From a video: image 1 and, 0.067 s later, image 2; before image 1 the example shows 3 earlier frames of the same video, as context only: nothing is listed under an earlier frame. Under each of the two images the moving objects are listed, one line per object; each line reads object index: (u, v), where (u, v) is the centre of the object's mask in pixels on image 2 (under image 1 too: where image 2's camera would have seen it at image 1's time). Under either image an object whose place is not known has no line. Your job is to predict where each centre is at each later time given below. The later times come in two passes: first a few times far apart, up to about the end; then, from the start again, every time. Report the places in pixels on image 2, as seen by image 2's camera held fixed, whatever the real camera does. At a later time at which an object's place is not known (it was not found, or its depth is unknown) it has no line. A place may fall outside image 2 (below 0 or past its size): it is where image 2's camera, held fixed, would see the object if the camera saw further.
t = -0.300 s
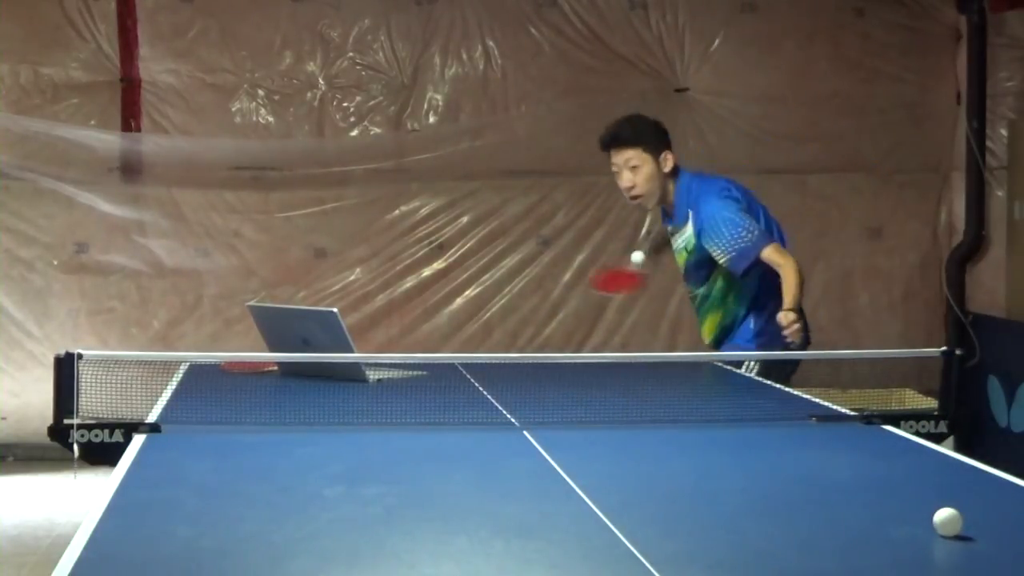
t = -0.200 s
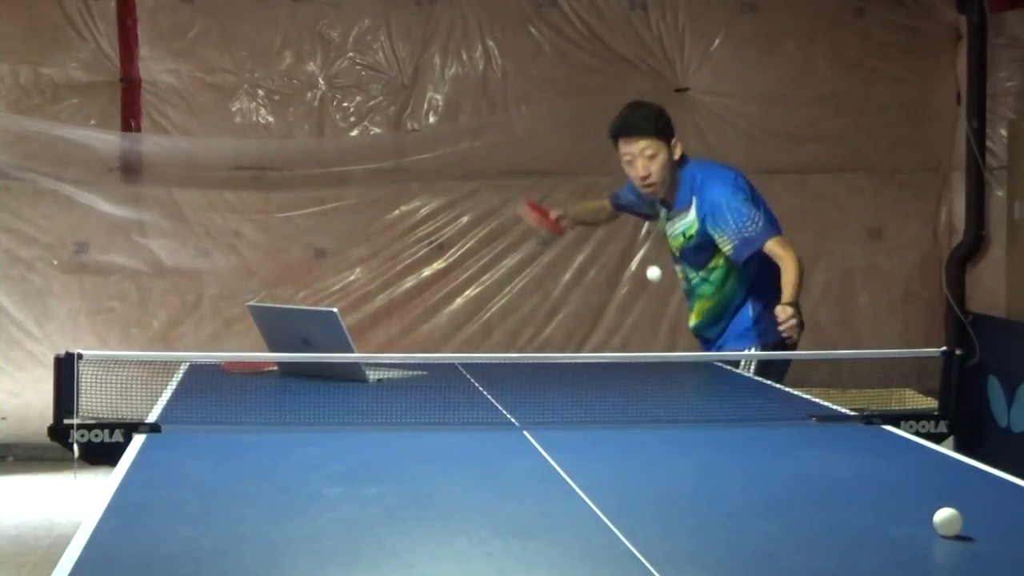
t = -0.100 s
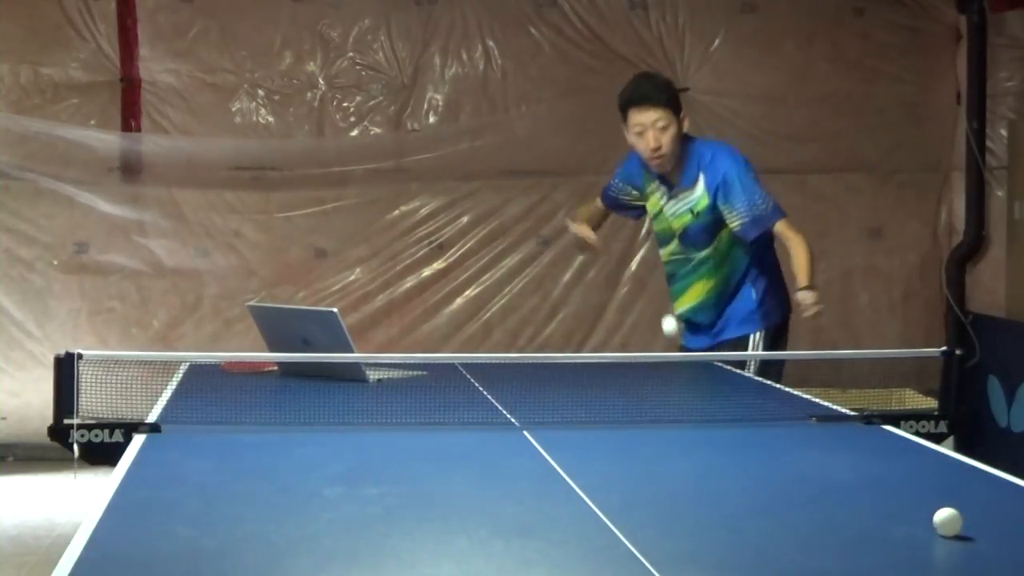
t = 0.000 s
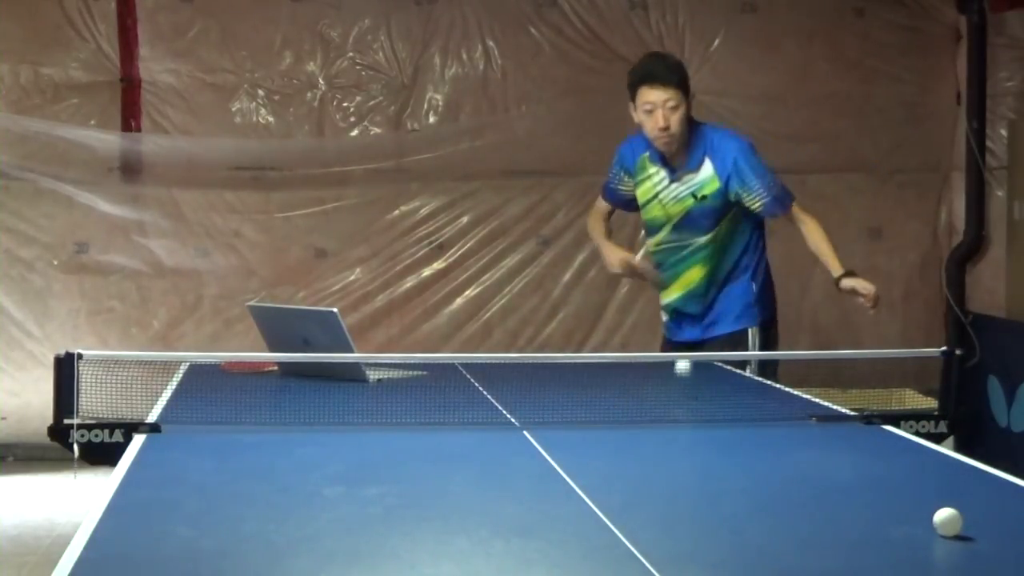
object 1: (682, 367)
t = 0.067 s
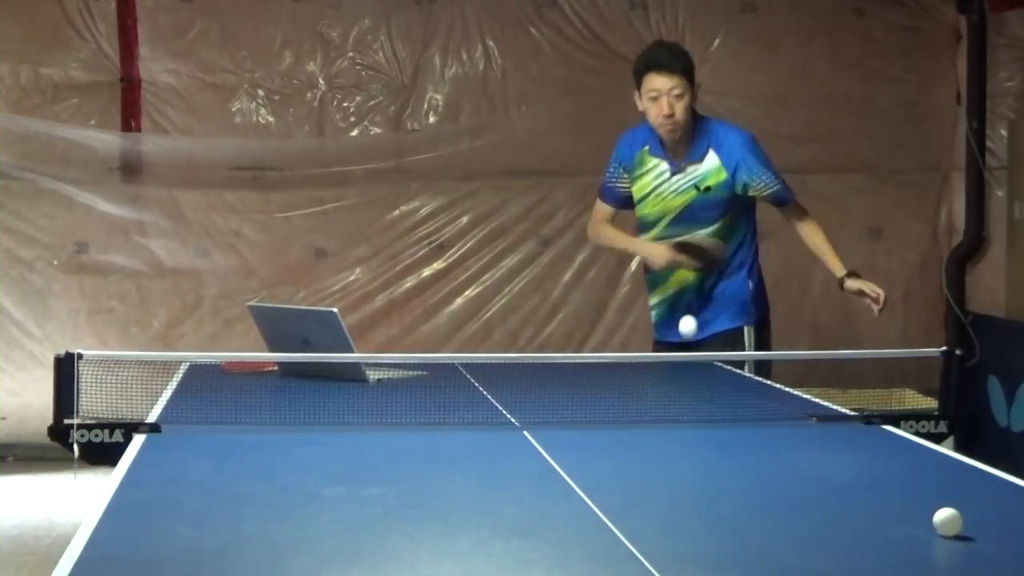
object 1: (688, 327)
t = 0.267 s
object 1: (699, 314)
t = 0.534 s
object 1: (699, 379)
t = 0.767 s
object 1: (680, 442)
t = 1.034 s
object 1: (638, 412)
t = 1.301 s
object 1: (576, 413)
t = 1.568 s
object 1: (510, 421)
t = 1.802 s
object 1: (457, 441)
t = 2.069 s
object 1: (404, 434)
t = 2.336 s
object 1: (357, 418)
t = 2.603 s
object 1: (312, 403)
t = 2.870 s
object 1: (271, 398)
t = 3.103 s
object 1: (233, 413)
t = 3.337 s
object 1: (198, 412)
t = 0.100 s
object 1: (690, 313)
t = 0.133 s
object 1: (692, 303)
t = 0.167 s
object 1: (694, 298)
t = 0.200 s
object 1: (695, 298)
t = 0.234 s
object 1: (697, 303)
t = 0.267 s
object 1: (699, 314)
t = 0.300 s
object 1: (700, 330)
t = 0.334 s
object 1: (701, 353)
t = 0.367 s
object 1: (703, 381)
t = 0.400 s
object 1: (703, 415)
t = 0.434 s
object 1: (704, 443)
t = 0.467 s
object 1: (702, 416)
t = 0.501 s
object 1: (701, 395)
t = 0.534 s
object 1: (699, 379)
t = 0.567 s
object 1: (697, 369)
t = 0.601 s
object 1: (695, 366)
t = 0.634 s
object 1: (692, 368)
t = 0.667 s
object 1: (690, 376)
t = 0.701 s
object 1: (687, 391)
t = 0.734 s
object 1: (684, 412)
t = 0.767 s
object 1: (680, 442)
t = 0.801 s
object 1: (678, 481)
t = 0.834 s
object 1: (673, 464)
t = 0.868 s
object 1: (667, 439)
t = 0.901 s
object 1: (661, 420)
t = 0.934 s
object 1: (656, 408)
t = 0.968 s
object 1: (650, 403)
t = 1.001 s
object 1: (644, 405)
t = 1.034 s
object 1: (638, 412)
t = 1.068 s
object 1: (632, 427)
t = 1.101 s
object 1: (625, 449)
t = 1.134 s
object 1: (619, 479)
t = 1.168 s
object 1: (611, 484)
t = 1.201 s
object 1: (602, 456)
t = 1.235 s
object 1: (594, 434)
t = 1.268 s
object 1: (584, 420)
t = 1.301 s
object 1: (576, 413)
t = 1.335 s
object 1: (567, 412)
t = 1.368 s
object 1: (559, 418)
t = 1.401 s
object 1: (551, 430)
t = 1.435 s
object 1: (542, 448)
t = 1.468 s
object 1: (534, 474)
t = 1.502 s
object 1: (525, 458)
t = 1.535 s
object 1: (517, 436)
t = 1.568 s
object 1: (510, 421)
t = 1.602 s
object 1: (501, 412)
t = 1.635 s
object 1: (494, 409)
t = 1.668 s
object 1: (487, 413)
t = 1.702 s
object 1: (479, 423)
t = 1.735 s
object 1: (472, 439)
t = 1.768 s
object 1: (464, 461)
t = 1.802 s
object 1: (457, 441)
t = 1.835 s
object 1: (450, 424)
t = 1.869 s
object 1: (444, 412)
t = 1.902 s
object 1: (437, 406)
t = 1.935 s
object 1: (430, 407)
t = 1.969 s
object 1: (424, 413)
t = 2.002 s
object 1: (417, 425)
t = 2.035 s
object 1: (410, 444)
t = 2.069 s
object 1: (404, 434)
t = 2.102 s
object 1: (397, 418)
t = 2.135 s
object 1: (392, 408)
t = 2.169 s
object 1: (386, 404)
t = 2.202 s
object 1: (380, 405)
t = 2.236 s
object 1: (374, 412)
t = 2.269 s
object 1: (369, 425)
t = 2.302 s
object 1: (363, 435)
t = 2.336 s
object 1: (357, 418)
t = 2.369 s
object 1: (351, 407)
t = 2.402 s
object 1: (345, 402)
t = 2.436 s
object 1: (340, 402)
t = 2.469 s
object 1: (335, 408)
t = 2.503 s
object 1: (329, 420)
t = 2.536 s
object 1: (323, 425)
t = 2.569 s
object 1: (317, 411)
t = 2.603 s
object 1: (312, 403)
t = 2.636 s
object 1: (307, 400)
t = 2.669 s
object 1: (302, 403)
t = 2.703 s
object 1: (296, 411)
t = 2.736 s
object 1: (291, 422)
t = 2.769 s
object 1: (286, 409)
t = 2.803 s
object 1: (282, 401)
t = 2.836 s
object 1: (277, 398)
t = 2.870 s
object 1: (271, 398)
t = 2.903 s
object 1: (264, 405)
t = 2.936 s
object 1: (259, 417)
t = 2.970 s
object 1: (253, 414)
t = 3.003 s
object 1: (248, 405)
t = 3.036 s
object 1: (243, 403)
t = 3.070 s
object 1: (238, 405)
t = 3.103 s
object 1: (233, 413)
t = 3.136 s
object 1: (228, 419)
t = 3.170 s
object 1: (223, 410)
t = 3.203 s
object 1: (217, 407)
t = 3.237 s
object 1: (212, 409)
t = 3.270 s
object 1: (208, 417)
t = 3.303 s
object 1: (202, 419)
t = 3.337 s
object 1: (198, 412)
